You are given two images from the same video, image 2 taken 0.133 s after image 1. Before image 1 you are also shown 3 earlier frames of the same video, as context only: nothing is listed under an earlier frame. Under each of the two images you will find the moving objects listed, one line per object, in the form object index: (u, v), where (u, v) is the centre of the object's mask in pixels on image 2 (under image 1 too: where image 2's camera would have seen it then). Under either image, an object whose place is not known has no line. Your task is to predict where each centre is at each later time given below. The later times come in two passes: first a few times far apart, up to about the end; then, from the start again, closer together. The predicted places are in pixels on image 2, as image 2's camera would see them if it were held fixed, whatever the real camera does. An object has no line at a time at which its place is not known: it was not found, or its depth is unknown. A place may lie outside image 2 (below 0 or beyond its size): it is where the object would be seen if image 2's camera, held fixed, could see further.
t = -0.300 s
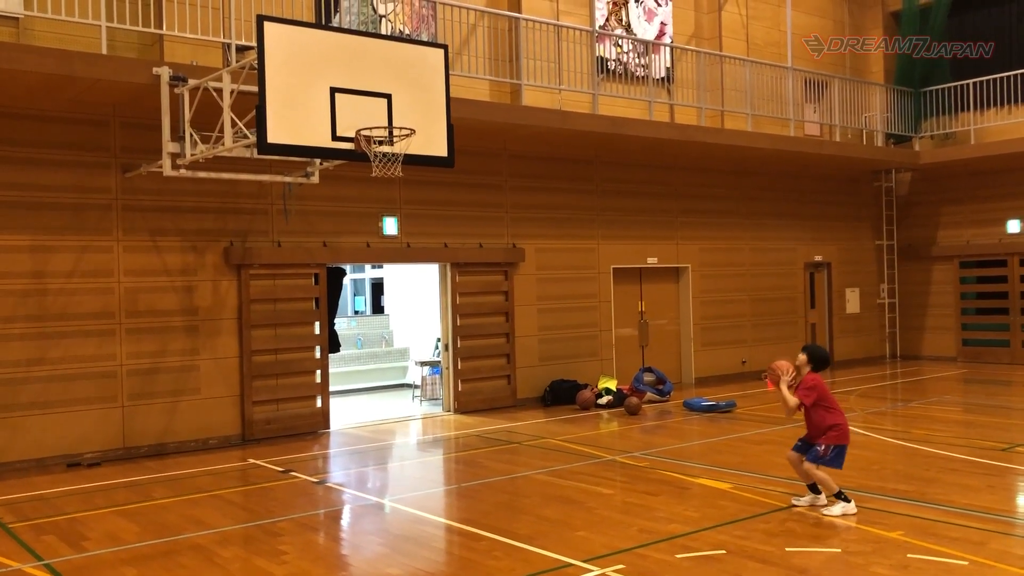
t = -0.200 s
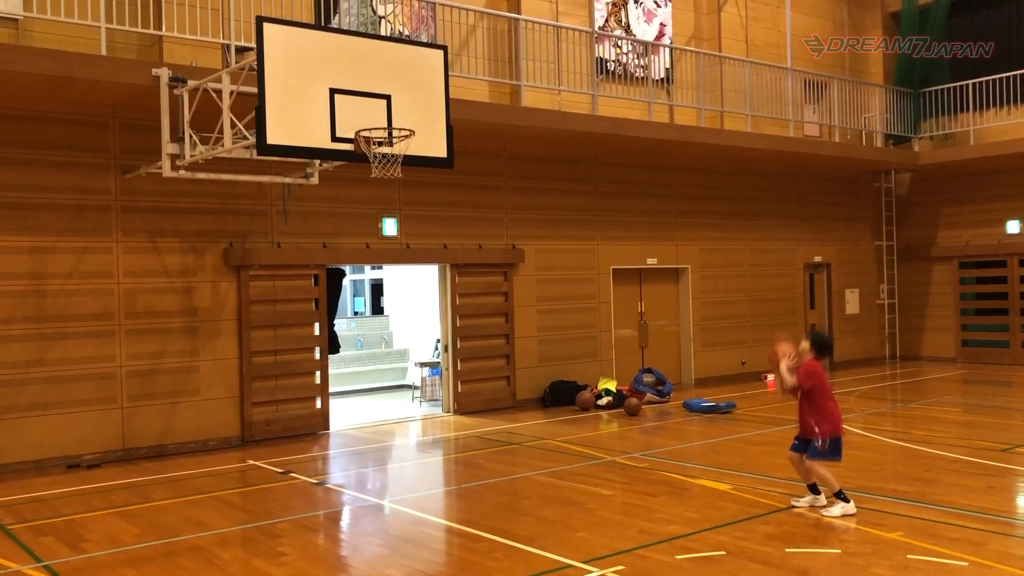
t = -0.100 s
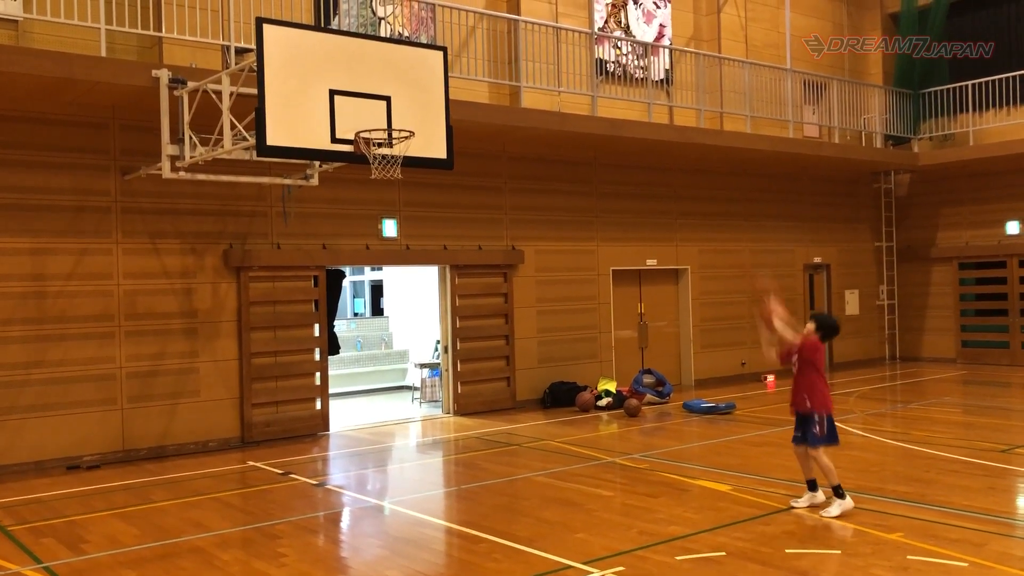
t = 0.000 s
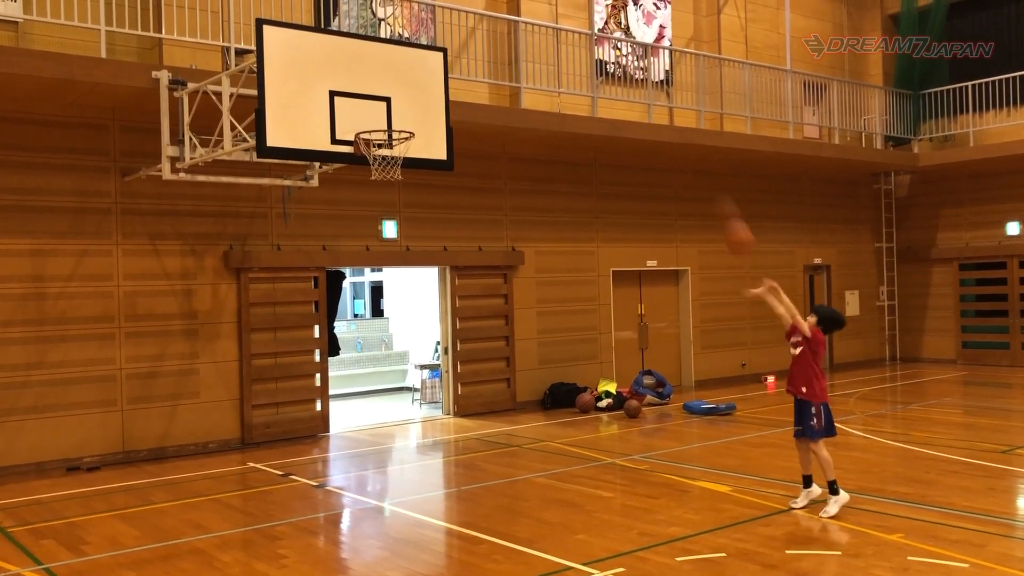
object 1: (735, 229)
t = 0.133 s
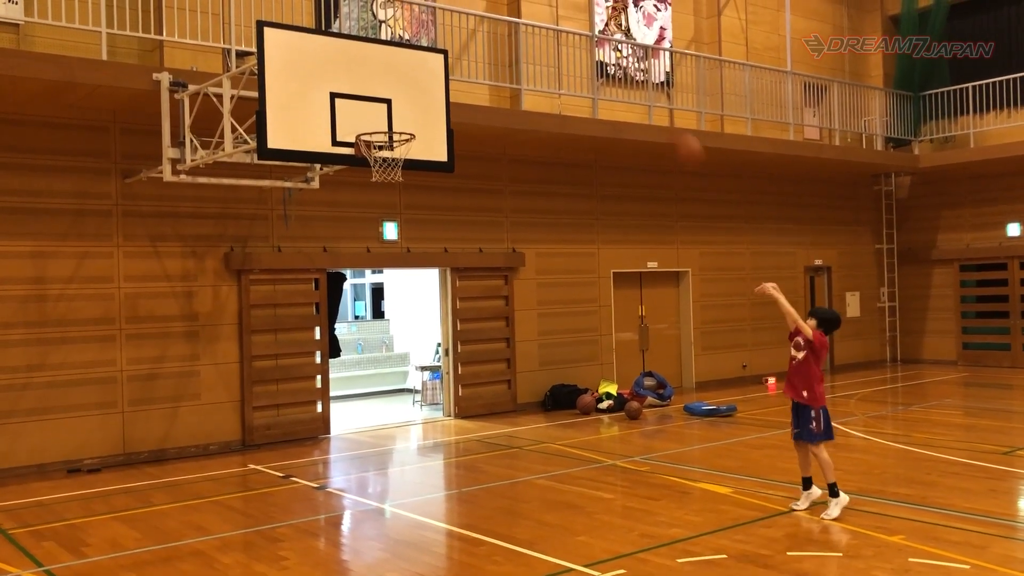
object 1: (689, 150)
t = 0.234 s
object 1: (650, 100)
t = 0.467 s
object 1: (569, 30)
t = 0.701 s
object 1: (494, 29)
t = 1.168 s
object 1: (364, 194)
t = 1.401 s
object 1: (324, 322)
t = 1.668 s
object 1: (280, 456)
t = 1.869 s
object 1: (267, 360)
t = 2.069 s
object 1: (256, 306)
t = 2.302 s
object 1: (245, 304)
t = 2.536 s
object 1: (237, 366)
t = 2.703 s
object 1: (230, 449)
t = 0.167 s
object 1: (676, 135)
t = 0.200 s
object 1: (662, 115)
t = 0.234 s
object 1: (650, 100)
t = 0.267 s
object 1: (638, 86)
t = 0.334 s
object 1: (616, 63)
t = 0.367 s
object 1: (603, 51)
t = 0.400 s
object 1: (591, 44)
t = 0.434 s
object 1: (581, 38)
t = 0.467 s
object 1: (569, 30)
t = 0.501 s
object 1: (558, 27)
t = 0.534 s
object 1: (547, 23)
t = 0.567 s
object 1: (536, 22)
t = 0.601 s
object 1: (526, 21)
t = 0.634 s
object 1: (516, 22)
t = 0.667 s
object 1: (505, 25)
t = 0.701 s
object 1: (494, 29)
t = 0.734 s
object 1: (484, 33)
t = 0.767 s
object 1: (473, 40)
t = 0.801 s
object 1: (463, 47)
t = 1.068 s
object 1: (386, 152)
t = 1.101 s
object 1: (376, 170)
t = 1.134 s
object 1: (371, 180)
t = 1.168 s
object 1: (364, 194)
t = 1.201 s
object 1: (357, 211)
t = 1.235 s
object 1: (352, 225)
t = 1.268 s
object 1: (346, 247)
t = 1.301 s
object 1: (340, 259)
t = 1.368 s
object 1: (329, 305)
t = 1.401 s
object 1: (324, 322)
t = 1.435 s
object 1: (317, 348)
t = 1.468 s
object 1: (309, 372)
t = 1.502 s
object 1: (303, 404)
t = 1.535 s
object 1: (298, 428)
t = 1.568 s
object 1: (291, 452)
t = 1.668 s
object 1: (280, 456)
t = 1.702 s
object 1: (278, 441)
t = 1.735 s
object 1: (275, 421)
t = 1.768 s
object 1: (273, 401)
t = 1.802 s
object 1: (271, 385)
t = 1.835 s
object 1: (270, 374)
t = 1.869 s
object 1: (267, 360)
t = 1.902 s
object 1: (265, 344)
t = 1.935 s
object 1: (264, 338)
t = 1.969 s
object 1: (262, 328)
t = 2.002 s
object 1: (261, 318)
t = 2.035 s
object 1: (258, 310)
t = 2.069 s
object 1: (256, 306)
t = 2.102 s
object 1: (254, 302)
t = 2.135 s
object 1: (253, 299)
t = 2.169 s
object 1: (251, 298)
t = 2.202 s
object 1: (250, 298)
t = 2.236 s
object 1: (248, 299)
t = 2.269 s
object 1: (246, 300)
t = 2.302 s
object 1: (245, 304)
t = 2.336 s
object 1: (243, 309)
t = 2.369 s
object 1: (242, 315)
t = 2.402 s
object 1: (242, 322)
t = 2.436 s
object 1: (240, 332)
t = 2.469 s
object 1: (239, 341)
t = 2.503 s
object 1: (237, 352)
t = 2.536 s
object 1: (237, 366)
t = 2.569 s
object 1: (236, 381)
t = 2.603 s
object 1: (234, 399)
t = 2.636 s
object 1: (233, 412)
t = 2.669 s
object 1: (231, 431)
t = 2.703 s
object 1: (230, 449)
